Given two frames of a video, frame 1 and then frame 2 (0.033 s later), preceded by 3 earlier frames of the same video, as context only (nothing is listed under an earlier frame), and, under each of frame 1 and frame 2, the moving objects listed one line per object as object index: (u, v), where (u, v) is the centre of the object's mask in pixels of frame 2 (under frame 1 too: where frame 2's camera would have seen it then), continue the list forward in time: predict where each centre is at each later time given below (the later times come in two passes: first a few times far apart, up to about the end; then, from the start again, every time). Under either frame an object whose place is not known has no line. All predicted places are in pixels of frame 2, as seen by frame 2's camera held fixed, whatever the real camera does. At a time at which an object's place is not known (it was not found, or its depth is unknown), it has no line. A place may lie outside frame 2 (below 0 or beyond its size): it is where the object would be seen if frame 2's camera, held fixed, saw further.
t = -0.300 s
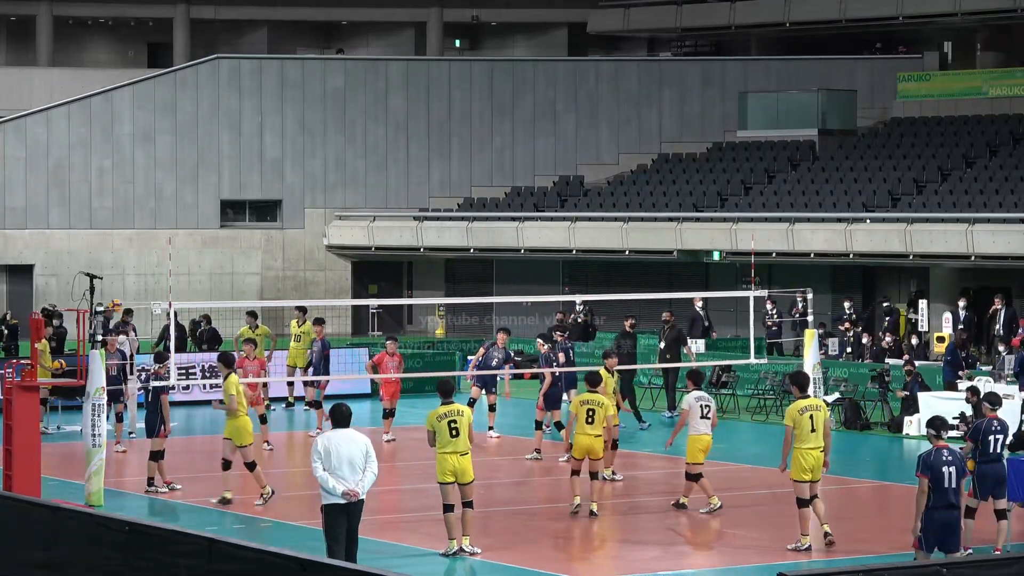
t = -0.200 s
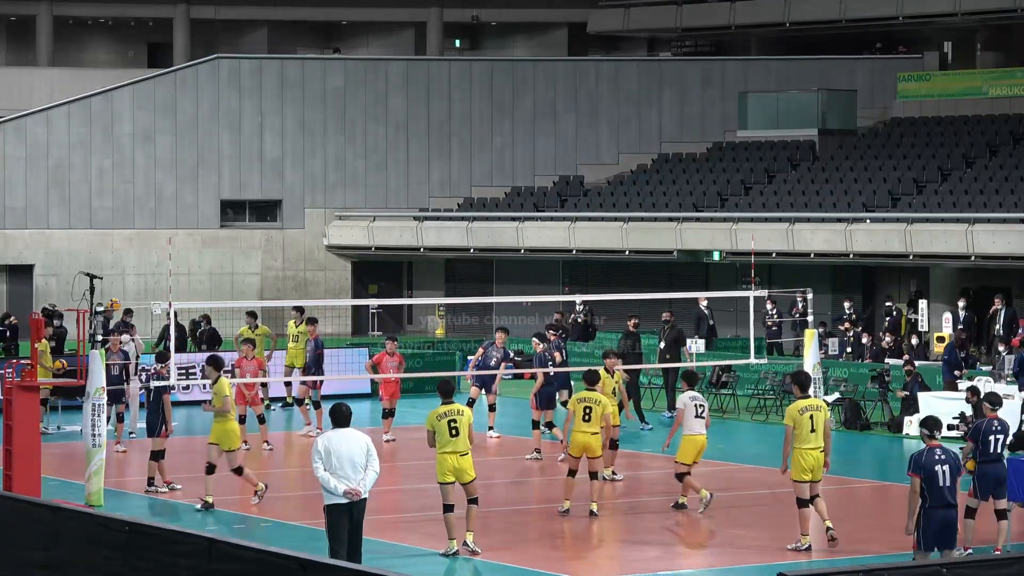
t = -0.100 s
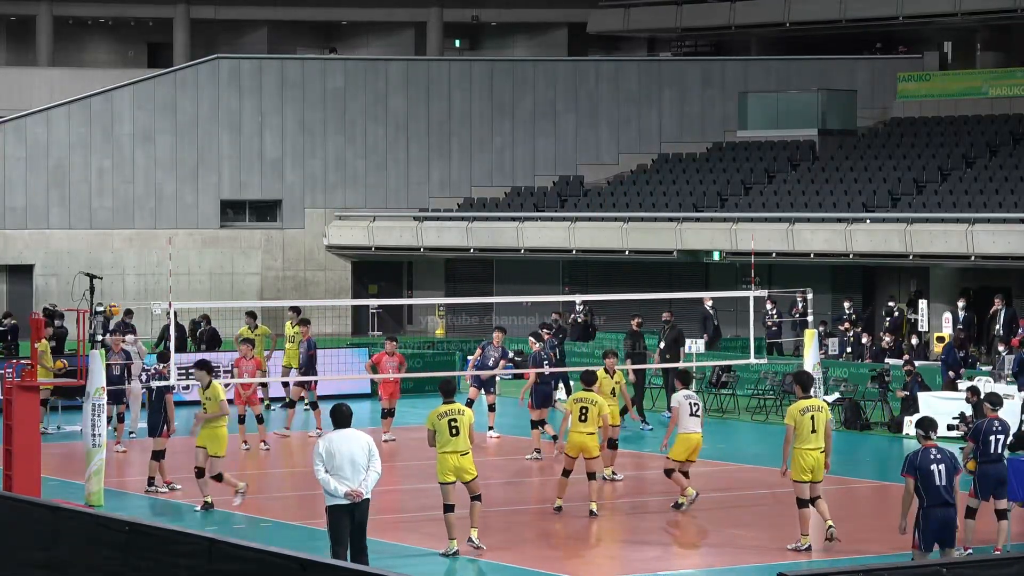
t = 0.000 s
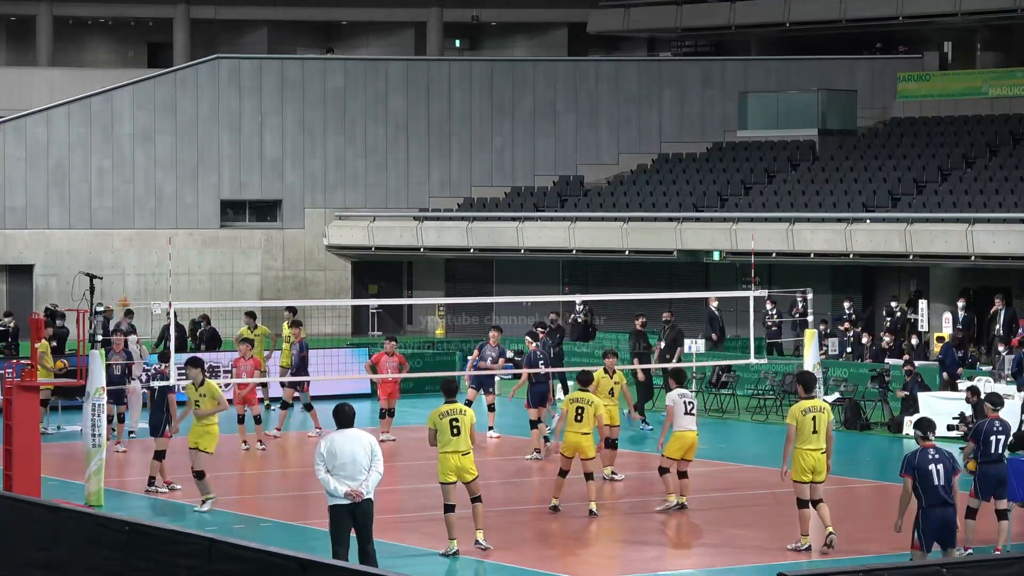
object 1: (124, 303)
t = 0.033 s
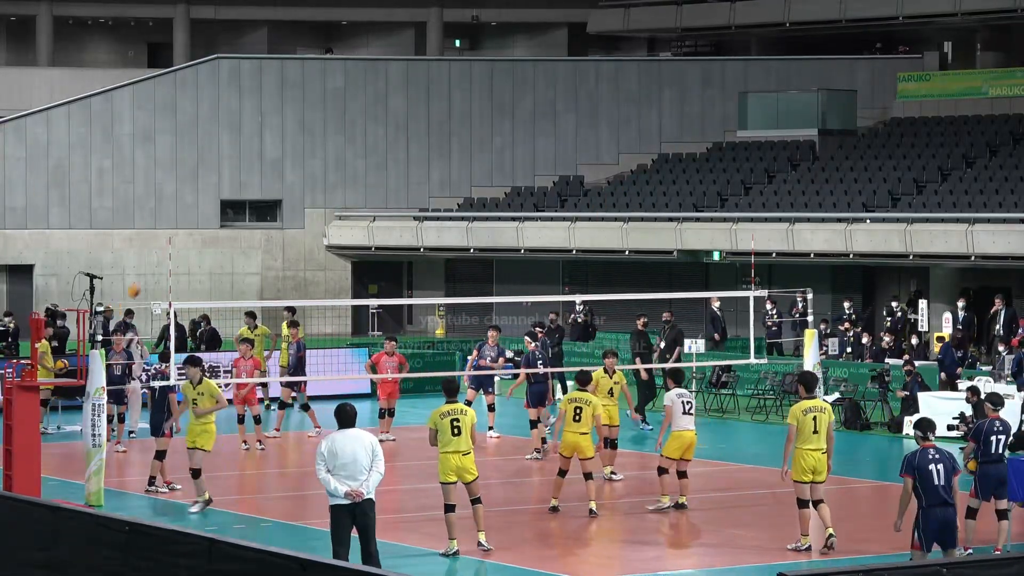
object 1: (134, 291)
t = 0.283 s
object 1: (211, 220)
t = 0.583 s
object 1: (298, 177)
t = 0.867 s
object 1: (385, 181)
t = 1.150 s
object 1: (475, 238)
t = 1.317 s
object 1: (533, 296)
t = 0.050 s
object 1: (139, 285)
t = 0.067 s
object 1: (144, 280)
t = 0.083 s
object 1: (150, 275)
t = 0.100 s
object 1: (155, 270)
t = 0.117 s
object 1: (159, 264)
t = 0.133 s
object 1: (163, 259)
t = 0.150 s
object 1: (169, 255)
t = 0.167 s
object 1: (175, 251)
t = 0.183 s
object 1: (179, 246)
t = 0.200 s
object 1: (184, 241)
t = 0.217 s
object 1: (189, 237)
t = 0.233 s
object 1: (194, 233)
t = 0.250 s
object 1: (200, 228)
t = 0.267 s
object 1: (203, 224)
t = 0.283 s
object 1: (211, 220)
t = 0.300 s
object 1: (215, 217)
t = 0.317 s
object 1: (220, 214)
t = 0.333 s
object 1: (225, 210)
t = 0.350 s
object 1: (229, 207)
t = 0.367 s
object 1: (234, 204)
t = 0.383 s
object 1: (239, 202)
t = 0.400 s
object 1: (243, 198)
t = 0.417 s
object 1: (249, 196)
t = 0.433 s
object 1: (254, 193)
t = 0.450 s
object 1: (259, 190)
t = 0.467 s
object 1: (264, 188)
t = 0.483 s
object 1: (269, 186)
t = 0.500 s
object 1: (273, 184)
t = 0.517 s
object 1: (279, 182)
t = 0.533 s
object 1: (283, 180)
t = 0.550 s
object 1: (289, 179)
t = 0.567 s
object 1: (294, 178)
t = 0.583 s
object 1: (298, 177)
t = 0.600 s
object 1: (304, 176)
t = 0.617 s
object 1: (308, 174)
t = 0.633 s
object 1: (314, 174)
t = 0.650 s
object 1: (319, 174)
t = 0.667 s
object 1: (324, 173)
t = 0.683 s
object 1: (329, 173)
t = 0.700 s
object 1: (334, 173)
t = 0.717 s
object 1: (340, 173)
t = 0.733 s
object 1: (344, 173)
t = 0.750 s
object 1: (349, 173)
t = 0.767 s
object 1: (354, 174)
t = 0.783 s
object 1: (359, 175)
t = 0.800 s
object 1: (364, 176)
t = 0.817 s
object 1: (369, 177)
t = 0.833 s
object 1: (375, 178)
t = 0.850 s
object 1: (380, 180)
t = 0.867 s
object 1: (385, 181)
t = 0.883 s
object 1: (390, 183)
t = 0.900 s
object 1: (395, 185)
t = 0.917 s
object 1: (400, 188)
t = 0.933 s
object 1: (406, 189)
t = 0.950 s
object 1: (411, 192)
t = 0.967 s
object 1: (416, 195)
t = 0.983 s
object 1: (422, 198)
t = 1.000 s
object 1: (427, 201)
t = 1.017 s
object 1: (433, 204)
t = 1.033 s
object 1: (438, 207)
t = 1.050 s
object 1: (444, 212)
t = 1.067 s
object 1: (449, 215)
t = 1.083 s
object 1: (455, 219)
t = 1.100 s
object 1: (459, 223)
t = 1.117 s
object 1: (466, 228)
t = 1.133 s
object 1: (471, 232)
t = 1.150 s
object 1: (475, 238)
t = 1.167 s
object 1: (482, 242)
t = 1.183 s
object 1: (487, 248)
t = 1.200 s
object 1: (493, 255)
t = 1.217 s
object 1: (499, 260)
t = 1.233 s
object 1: (505, 266)
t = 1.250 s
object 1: (510, 271)
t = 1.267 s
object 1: (516, 277)
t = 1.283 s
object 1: (521, 284)
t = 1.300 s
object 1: (527, 289)
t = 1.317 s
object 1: (533, 296)
